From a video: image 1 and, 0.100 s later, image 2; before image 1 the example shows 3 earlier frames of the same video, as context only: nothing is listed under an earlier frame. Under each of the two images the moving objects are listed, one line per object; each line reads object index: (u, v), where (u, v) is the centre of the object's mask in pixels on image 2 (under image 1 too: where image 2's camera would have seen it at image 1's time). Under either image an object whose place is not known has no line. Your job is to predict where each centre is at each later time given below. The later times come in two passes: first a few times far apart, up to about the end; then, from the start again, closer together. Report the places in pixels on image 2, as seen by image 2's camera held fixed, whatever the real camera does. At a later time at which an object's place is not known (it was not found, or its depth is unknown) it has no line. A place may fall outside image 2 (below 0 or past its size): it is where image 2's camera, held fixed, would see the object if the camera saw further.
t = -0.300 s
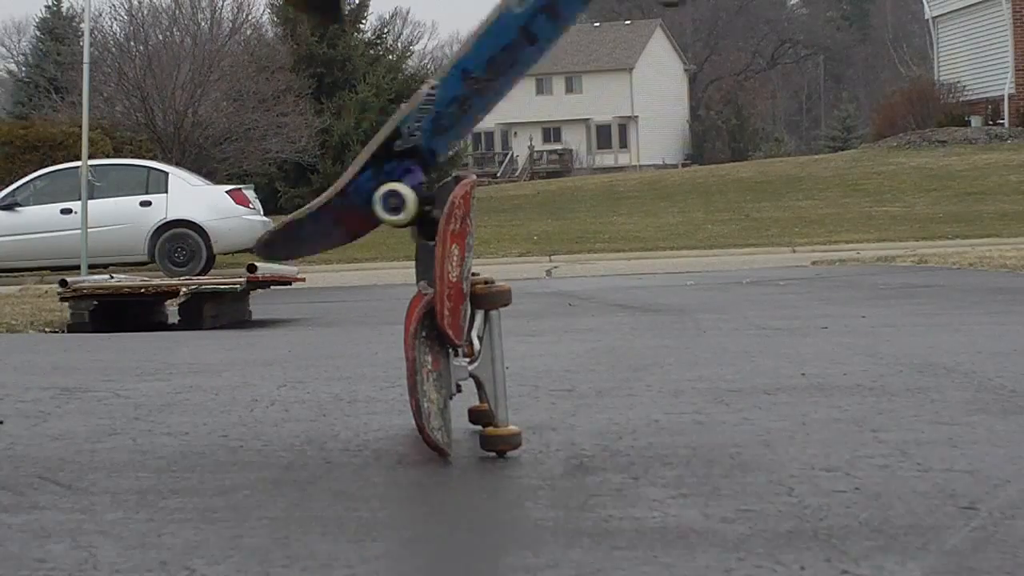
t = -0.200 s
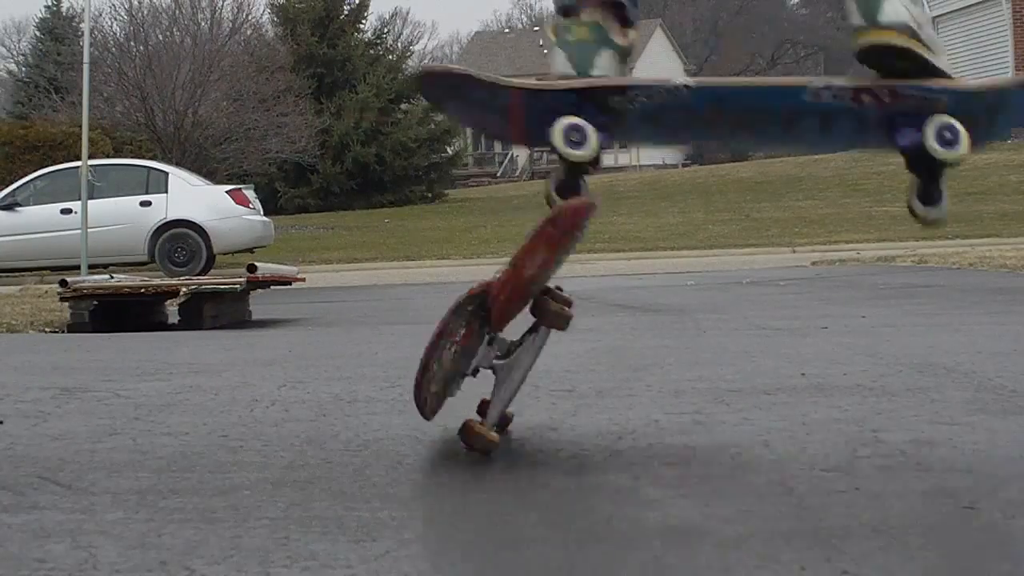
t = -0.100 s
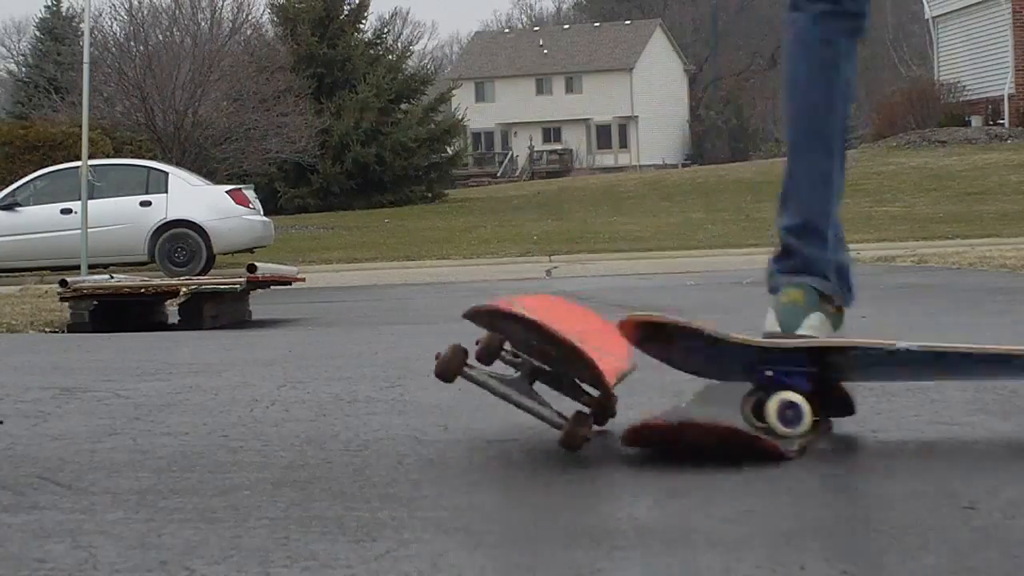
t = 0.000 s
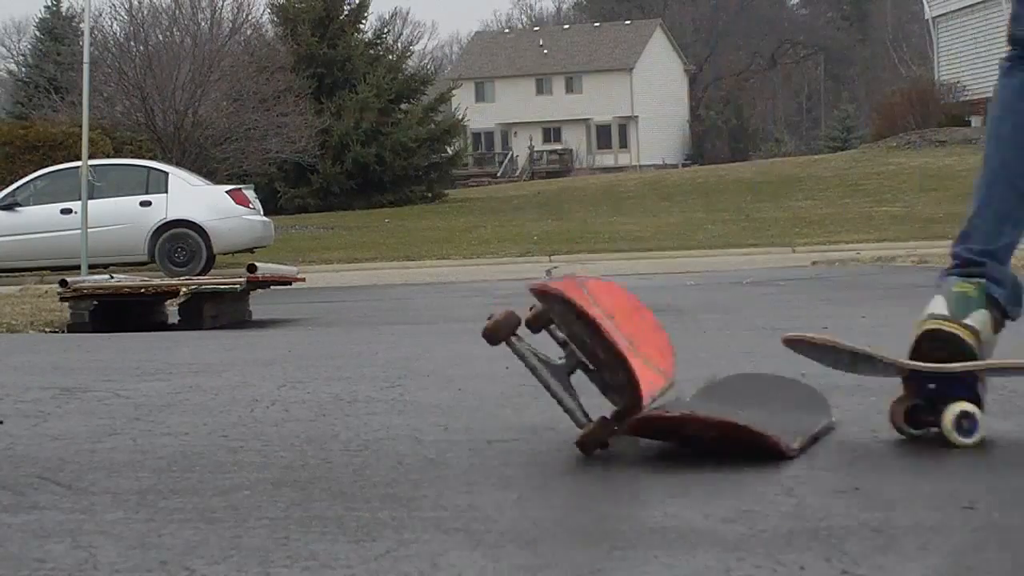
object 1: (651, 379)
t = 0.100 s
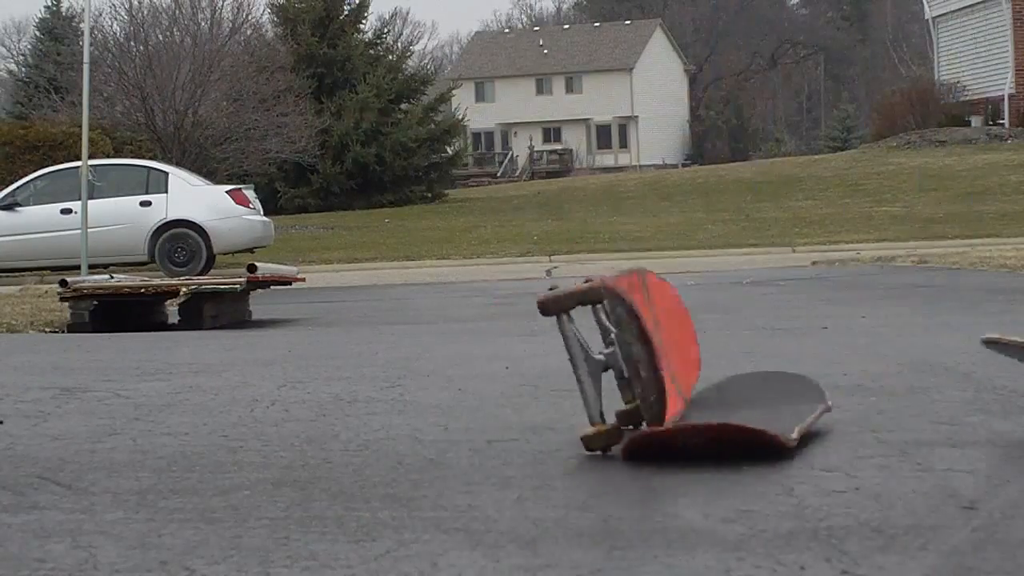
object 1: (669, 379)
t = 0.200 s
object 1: (689, 377)
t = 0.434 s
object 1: (702, 376)
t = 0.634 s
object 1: (687, 377)
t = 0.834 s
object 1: (664, 380)
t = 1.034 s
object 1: (660, 379)
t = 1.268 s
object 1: (675, 380)
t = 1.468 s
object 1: (675, 380)
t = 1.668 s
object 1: (677, 381)
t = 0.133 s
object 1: (675, 379)
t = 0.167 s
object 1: (682, 377)
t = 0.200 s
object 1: (689, 377)
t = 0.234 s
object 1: (693, 377)
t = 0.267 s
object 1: (696, 377)
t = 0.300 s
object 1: (699, 377)
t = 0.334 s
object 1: (701, 377)
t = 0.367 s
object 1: (702, 377)
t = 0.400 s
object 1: (702, 376)
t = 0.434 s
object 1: (702, 376)
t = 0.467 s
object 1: (701, 376)
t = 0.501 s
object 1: (699, 376)
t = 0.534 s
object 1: (697, 376)
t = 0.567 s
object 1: (694, 376)
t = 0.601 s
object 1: (691, 377)
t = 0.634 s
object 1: (687, 377)
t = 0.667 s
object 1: (682, 378)
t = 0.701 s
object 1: (677, 379)
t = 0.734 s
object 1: (673, 380)
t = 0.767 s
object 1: (669, 379)
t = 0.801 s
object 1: (666, 379)
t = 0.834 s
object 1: (664, 380)
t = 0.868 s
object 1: (662, 379)
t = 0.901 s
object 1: (660, 379)
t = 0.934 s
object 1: (659, 379)
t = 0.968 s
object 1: (659, 379)
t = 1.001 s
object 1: (659, 380)
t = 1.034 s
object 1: (660, 379)
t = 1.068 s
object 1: (661, 380)
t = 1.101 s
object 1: (662, 380)
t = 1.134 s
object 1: (664, 380)
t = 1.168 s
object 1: (666, 380)
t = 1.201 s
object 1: (669, 380)
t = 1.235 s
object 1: (672, 380)
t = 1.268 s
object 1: (675, 380)
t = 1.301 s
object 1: (678, 381)
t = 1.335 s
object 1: (679, 380)
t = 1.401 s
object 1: (678, 381)
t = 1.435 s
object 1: (676, 380)
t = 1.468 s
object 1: (675, 380)
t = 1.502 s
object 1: (675, 380)
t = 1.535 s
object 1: (676, 381)
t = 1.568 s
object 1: (677, 381)
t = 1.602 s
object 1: (677, 381)
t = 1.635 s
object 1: (677, 381)
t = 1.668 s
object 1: (677, 381)
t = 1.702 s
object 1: (677, 381)
